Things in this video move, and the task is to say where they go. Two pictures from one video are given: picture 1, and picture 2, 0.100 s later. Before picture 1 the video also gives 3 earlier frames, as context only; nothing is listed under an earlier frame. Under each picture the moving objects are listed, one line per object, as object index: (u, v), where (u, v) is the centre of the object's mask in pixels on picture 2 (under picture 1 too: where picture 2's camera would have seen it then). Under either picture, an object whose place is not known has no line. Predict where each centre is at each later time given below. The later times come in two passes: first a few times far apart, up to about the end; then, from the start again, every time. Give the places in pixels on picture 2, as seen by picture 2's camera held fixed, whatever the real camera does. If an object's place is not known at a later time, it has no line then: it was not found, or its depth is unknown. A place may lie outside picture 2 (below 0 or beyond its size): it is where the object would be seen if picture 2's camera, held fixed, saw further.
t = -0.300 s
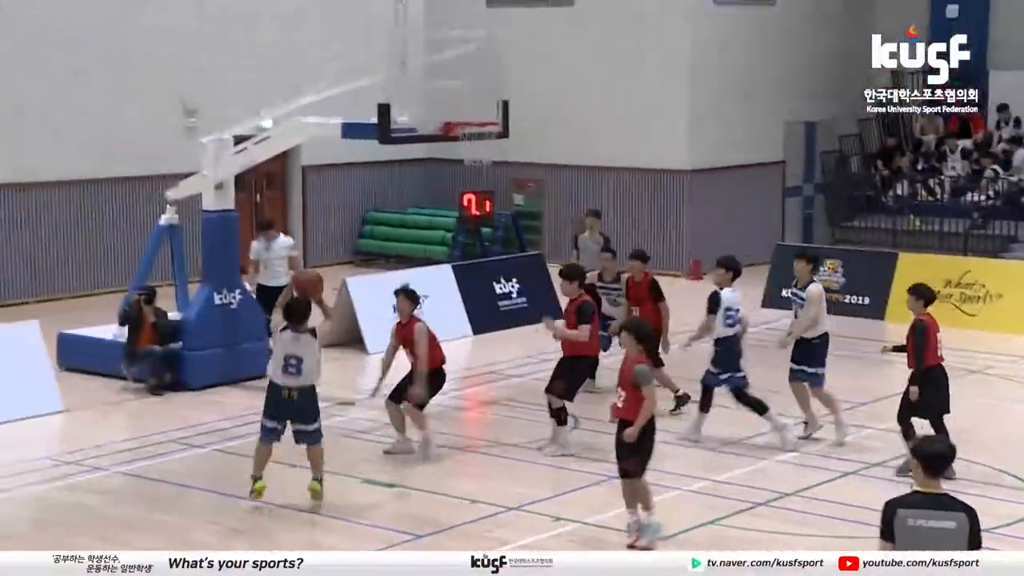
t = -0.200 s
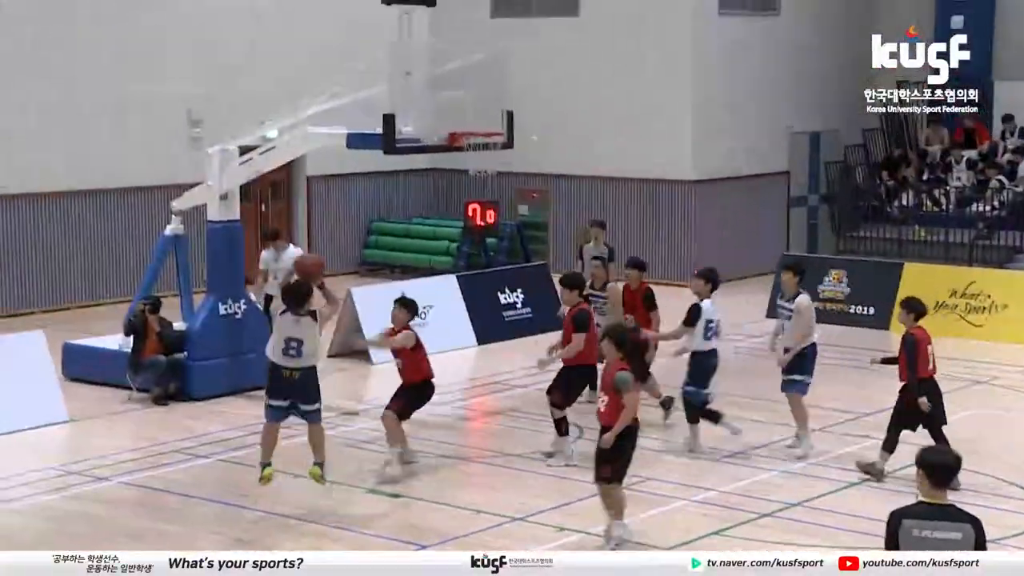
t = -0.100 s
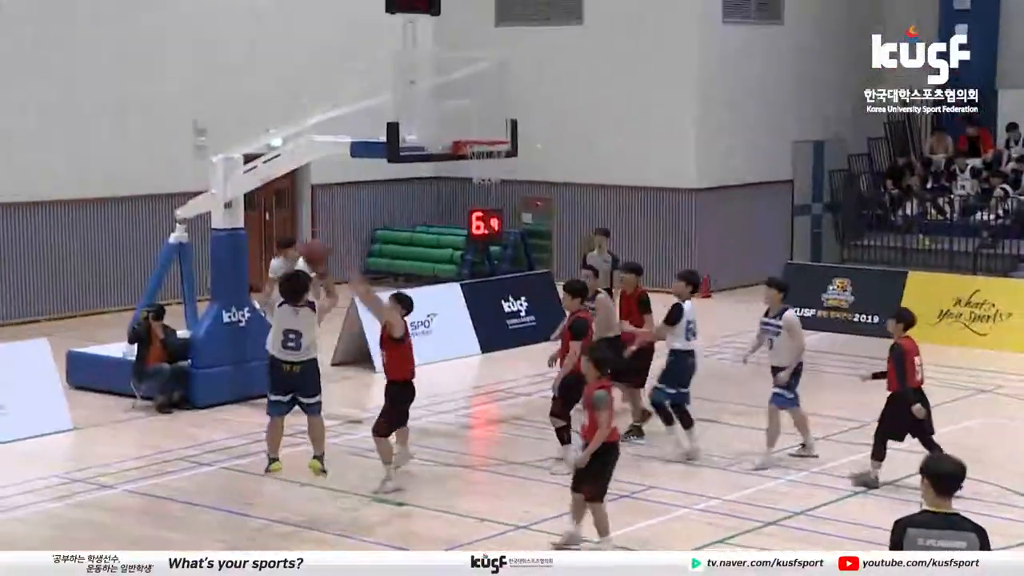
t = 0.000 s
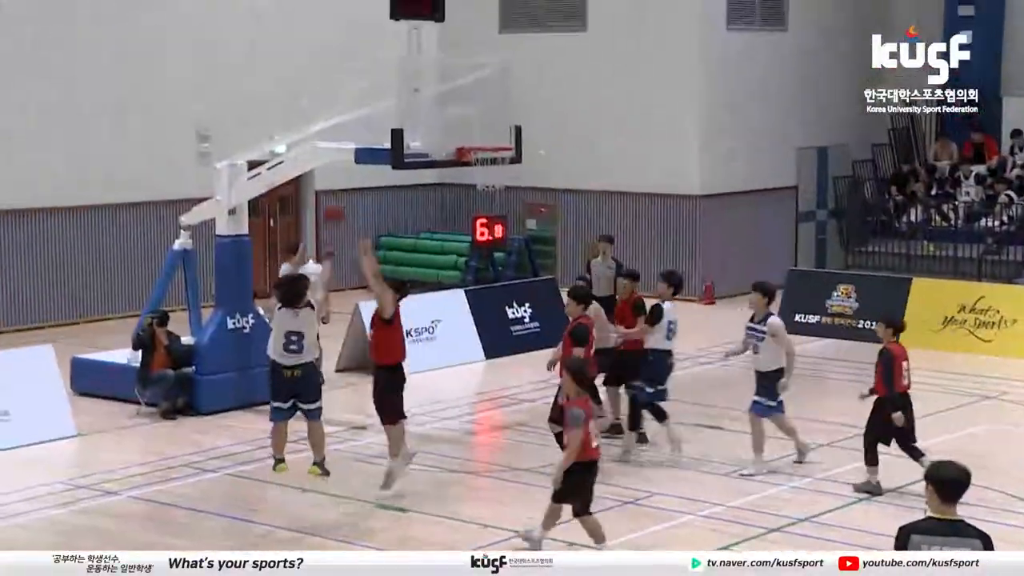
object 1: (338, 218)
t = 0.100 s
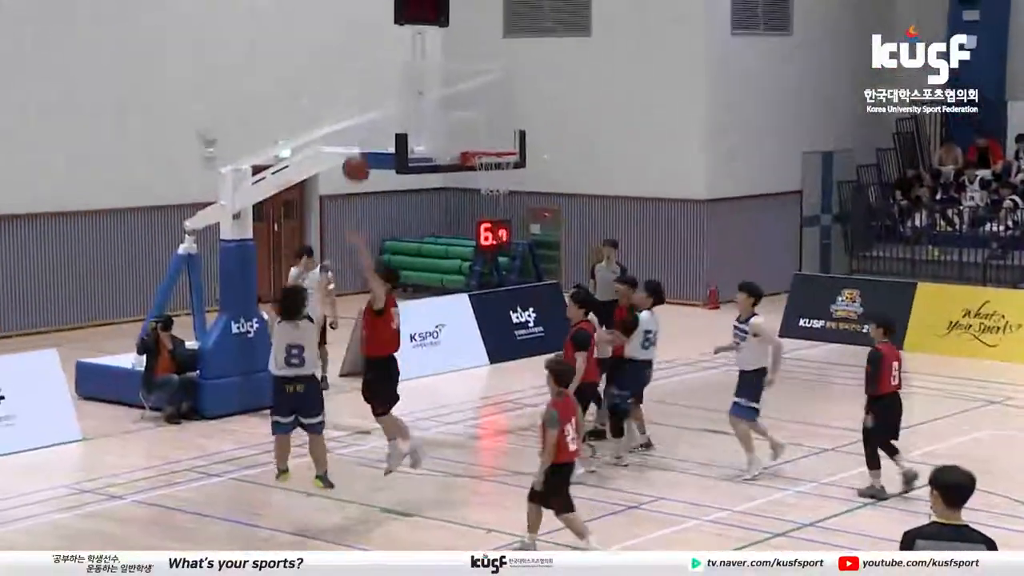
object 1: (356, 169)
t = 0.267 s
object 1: (384, 115)
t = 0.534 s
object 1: (422, 96)
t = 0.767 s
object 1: (487, 136)
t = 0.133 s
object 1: (362, 155)
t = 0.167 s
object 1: (367, 144)
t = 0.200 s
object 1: (373, 132)
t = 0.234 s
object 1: (378, 123)
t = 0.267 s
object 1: (384, 115)
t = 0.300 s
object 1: (389, 108)
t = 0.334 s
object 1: (394, 103)
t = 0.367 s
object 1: (399, 98)
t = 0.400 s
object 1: (404, 96)
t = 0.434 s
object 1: (409, 94)
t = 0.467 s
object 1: (413, 94)
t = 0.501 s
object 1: (418, 94)
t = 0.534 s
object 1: (422, 96)
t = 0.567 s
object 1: (427, 98)
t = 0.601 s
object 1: (434, 101)
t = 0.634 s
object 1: (445, 106)
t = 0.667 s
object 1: (455, 112)
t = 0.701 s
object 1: (465, 119)
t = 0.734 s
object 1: (476, 127)
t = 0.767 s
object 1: (487, 136)
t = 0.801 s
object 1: (497, 144)
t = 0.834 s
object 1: (499, 146)
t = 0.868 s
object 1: (498, 147)
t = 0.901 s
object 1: (497, 150)
